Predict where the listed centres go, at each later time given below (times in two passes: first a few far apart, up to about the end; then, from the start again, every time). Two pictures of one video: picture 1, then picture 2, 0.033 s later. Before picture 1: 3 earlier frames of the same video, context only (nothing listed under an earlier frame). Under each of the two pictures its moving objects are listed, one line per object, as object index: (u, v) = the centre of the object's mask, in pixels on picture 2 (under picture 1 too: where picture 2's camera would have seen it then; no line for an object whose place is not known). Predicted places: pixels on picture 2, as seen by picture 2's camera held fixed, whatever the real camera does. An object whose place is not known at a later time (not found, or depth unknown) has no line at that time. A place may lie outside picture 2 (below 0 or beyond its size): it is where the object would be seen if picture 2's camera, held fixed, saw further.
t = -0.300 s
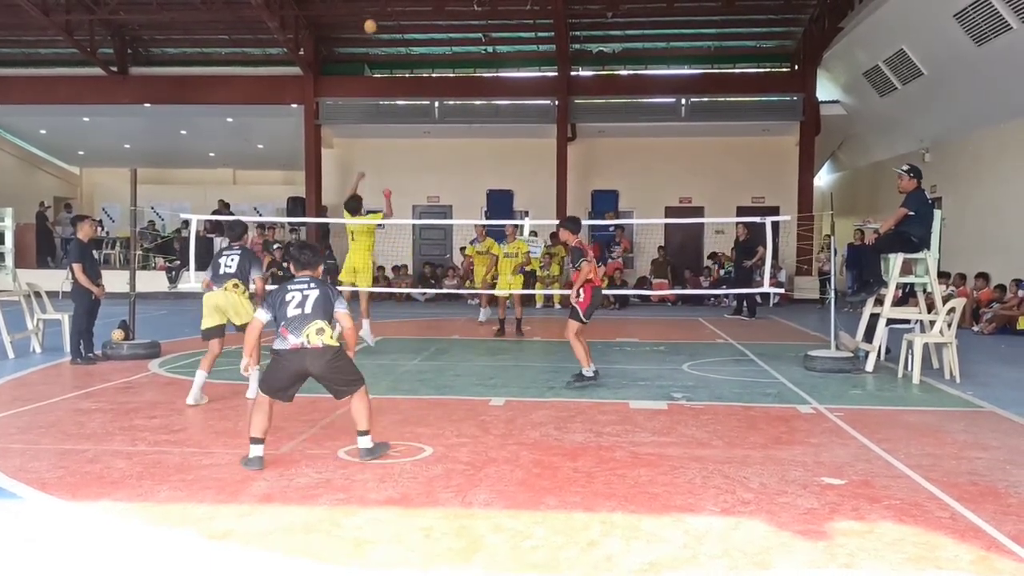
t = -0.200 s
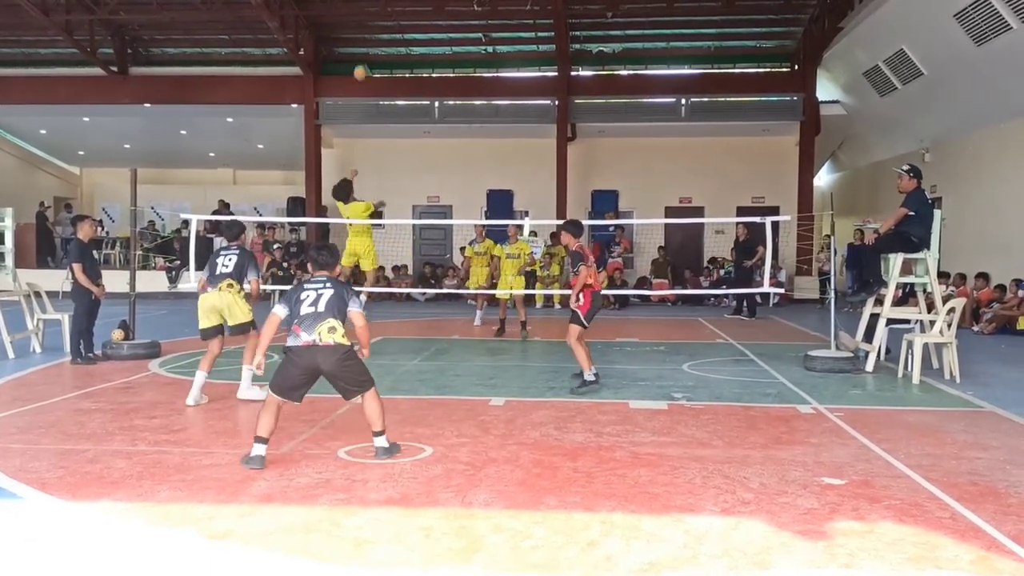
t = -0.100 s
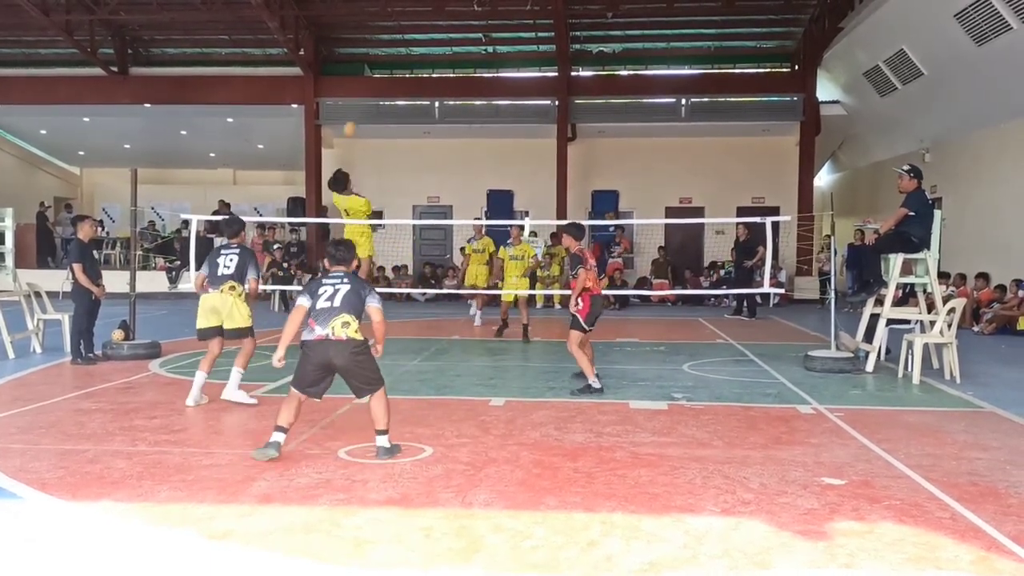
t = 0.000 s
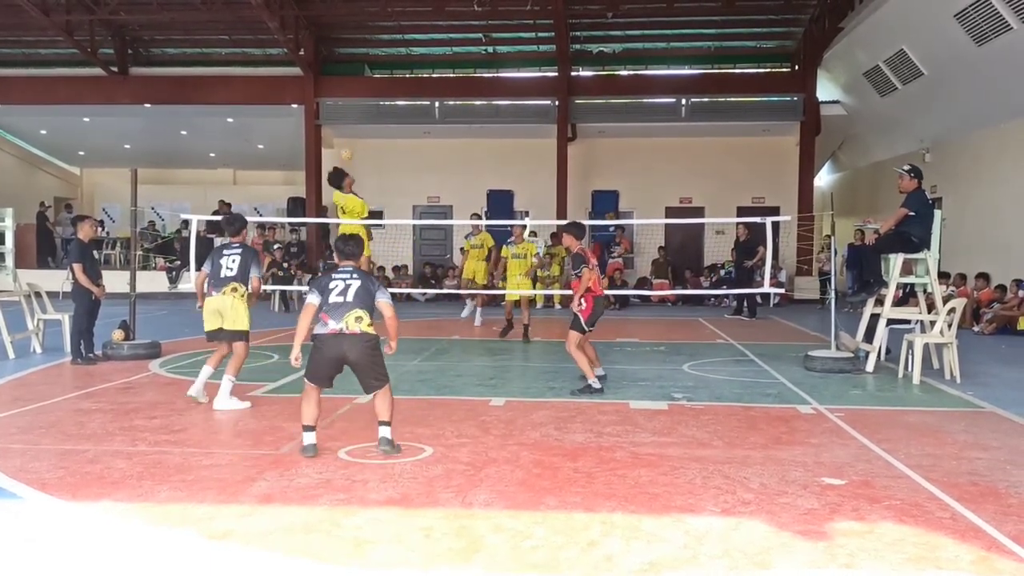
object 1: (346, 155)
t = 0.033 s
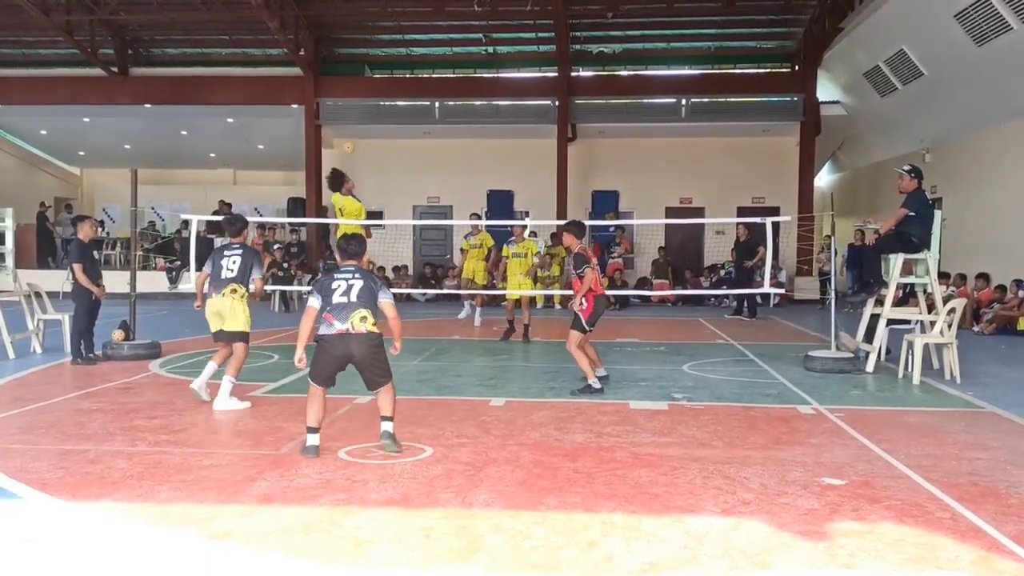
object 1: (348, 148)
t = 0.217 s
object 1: (361, 124)
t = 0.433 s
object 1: (378, 141)
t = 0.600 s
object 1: (394, 193)
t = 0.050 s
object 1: (349, 143)
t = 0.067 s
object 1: (351, 141)
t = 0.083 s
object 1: (351, 138)
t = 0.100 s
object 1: (352, 135)
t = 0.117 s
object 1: (353, 133)
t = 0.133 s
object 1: (355, 131)
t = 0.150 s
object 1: (356, 129)
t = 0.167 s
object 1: (357, 128)
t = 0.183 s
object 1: (358, 126)
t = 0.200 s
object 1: (360, 125)
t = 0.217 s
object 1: (361, 124)
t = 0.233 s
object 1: (362, 124)
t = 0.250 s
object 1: (363, 123)
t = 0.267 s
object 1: (365, 123)
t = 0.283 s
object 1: (366, 124)
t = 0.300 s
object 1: (367, 124)
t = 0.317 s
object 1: (369, 125)
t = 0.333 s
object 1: (370, 126)
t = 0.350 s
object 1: (371, 128)
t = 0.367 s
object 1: (373, 130)
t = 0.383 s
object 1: (374, 132)
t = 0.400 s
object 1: (376, 134)
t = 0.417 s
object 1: (377, 137)
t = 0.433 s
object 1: (378, 141)
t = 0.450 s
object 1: (380, 144)
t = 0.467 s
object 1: (382, 148)
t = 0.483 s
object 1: (383, 153)
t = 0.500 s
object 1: (384, 157)
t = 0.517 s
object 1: (385, 163)
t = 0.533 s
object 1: (387, 168)
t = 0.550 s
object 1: (389, 173)
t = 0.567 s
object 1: (389, 180)
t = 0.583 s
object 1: (392, 186)
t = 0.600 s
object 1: (394, 193)
